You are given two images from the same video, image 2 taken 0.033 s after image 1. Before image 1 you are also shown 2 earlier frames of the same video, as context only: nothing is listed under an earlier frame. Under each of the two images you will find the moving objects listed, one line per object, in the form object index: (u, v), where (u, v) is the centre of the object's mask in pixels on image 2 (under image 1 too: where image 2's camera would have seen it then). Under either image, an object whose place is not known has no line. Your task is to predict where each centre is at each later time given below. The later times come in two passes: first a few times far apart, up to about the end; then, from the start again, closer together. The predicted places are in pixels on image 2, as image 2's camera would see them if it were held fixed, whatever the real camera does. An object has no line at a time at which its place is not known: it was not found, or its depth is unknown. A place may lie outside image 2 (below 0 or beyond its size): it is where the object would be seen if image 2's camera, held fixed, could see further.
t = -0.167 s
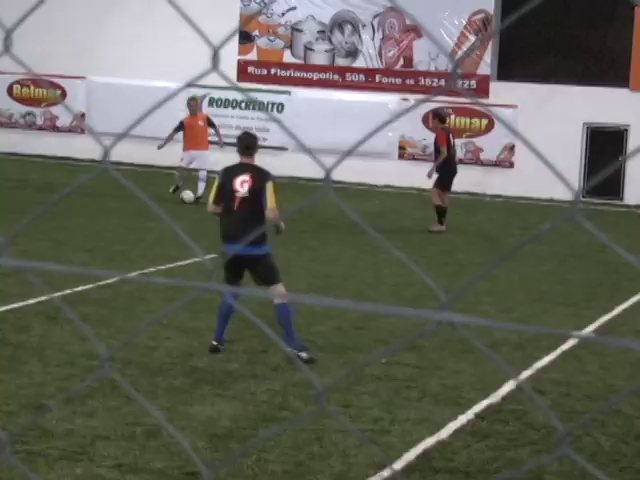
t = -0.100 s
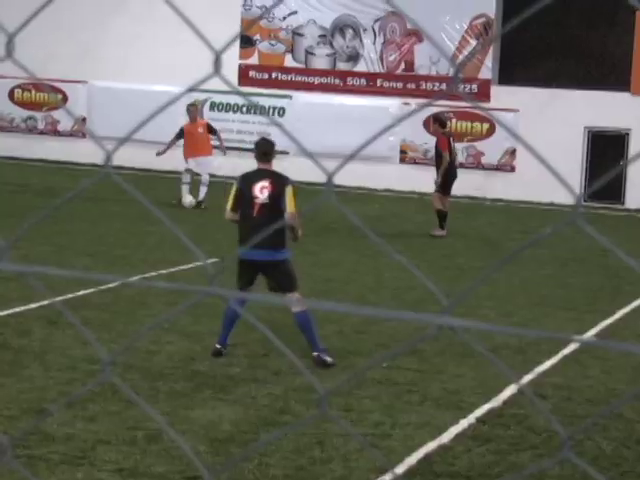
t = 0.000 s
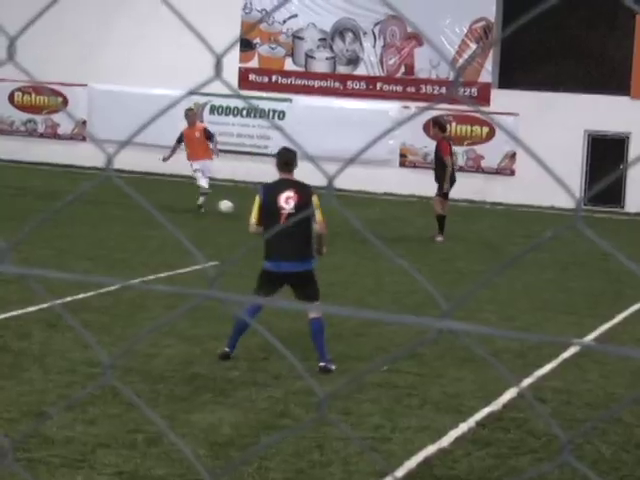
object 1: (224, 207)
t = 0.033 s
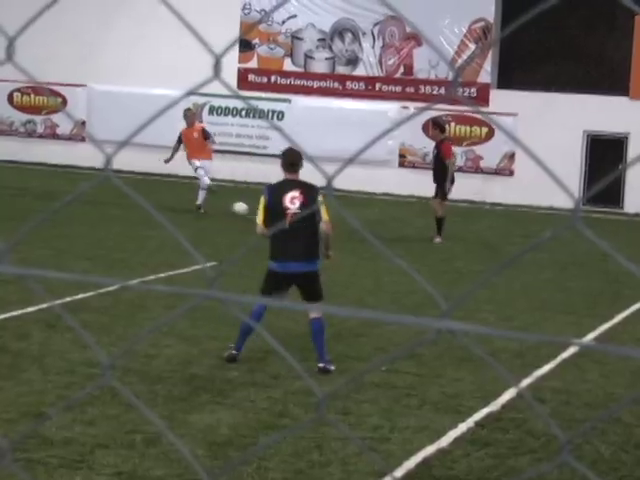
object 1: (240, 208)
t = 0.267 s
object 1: (364, 244)
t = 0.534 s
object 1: (506, 274)
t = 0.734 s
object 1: (624, 303)
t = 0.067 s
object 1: (255, 211)
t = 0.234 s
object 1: (345, 242)
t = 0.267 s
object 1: (364, 244)
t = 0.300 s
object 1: (380, 243)
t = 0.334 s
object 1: (398, 245)
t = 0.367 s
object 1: (416, 250)
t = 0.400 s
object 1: (434, 254)
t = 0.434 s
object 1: (451, 260)
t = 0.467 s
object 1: (469, 266)
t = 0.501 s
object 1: (489, 272)
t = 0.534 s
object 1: (506, 274)
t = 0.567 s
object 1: (525, 276)
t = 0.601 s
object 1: (544, 279)
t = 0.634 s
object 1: (563, 283)
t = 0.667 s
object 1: (584, 288)
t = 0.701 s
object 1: (604, 294)
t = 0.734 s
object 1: (624, 303)
